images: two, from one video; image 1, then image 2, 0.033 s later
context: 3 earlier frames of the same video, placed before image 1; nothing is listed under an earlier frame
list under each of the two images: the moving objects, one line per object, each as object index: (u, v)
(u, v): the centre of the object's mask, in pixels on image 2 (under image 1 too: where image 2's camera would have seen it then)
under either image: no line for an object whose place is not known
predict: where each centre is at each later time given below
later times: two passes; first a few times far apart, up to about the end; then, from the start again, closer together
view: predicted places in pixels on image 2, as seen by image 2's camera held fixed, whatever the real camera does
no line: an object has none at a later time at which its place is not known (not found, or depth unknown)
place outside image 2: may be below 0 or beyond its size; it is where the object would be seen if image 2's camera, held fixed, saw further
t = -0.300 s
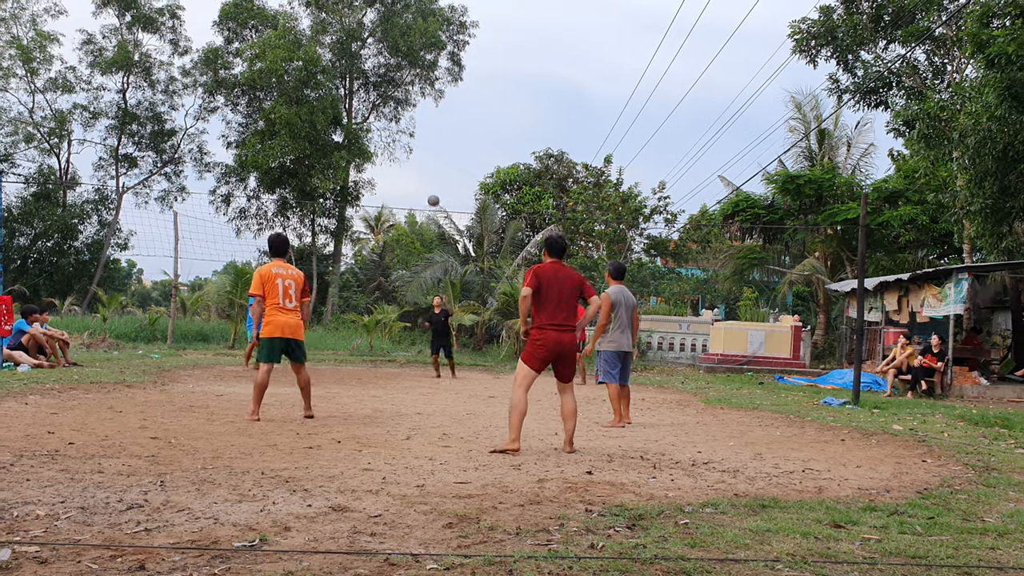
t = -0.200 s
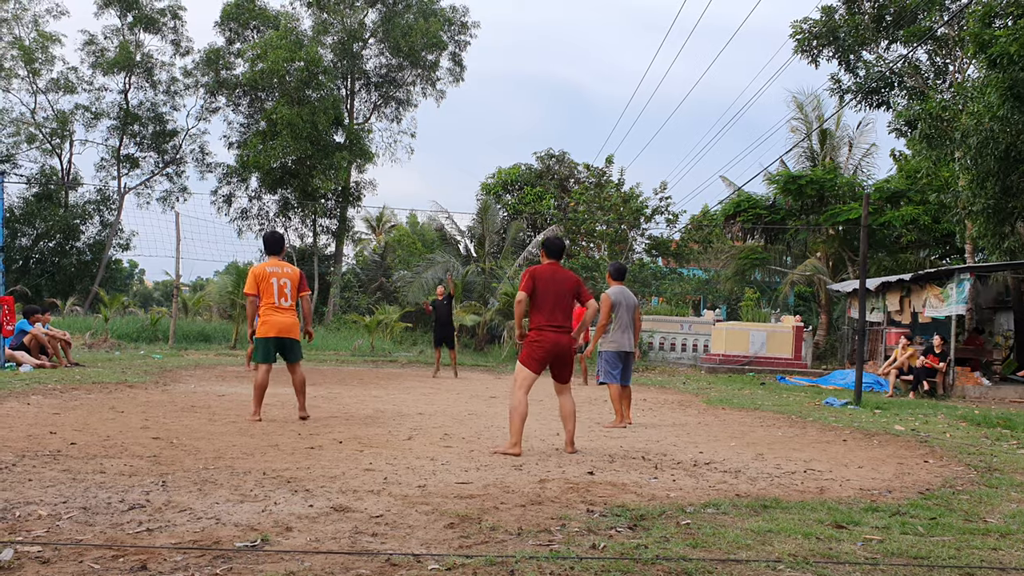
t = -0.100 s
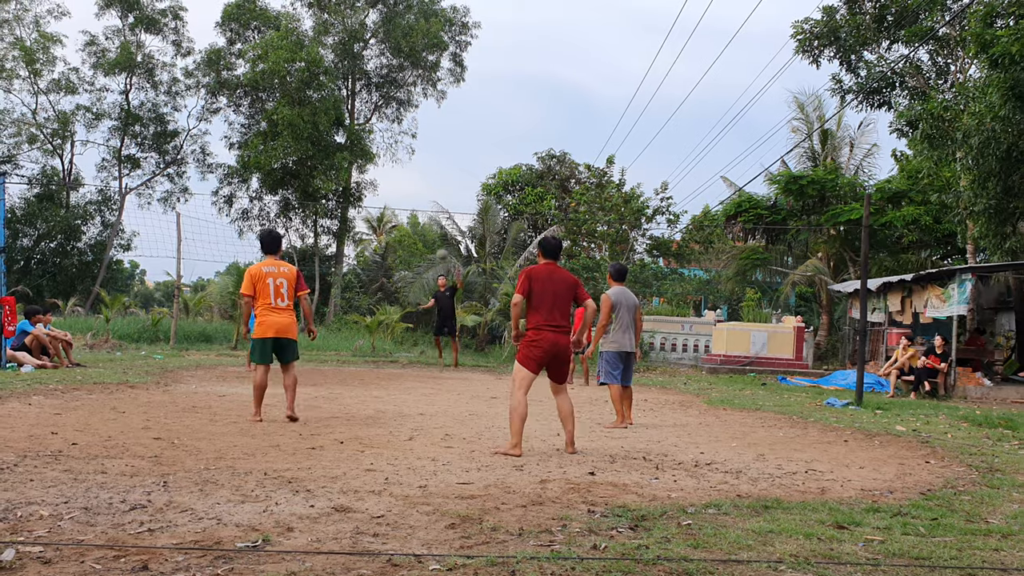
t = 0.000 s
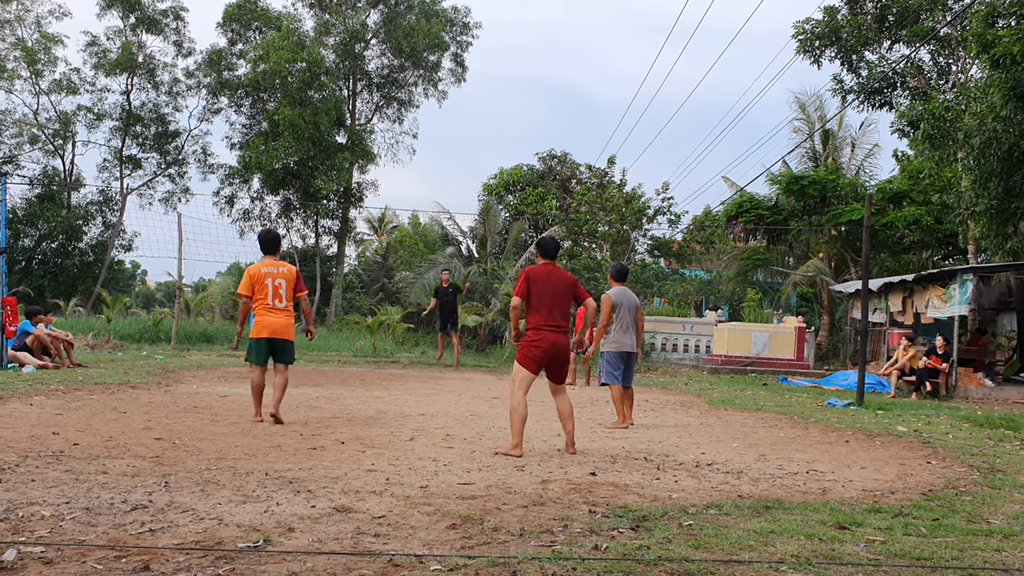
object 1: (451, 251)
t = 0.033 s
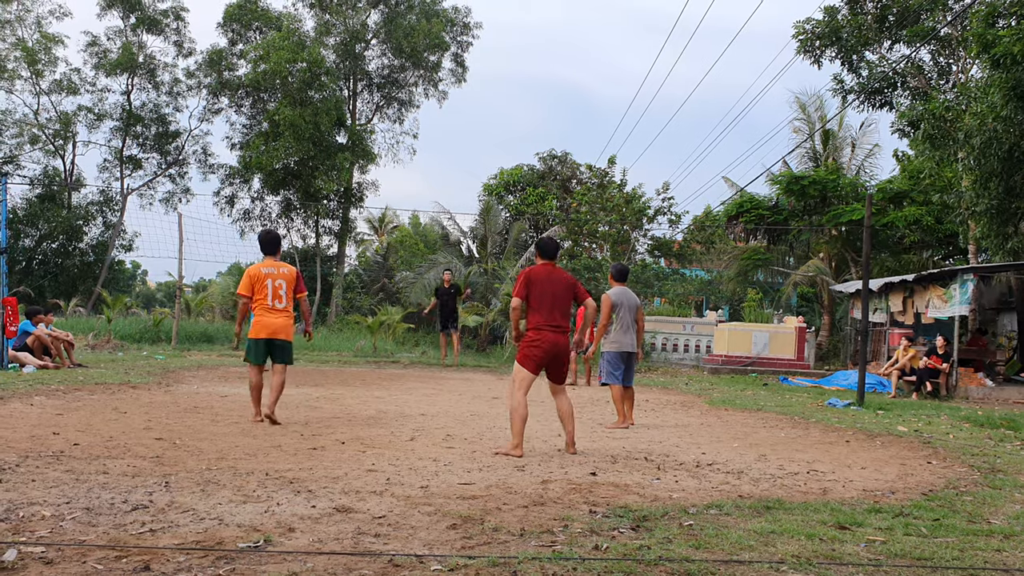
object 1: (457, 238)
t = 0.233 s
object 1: (485, 163)
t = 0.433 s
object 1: (518, 99)
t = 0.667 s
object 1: (562, 47)
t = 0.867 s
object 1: (607, 30)
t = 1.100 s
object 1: (669, 51)
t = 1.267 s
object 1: (723, 100)
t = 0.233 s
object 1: (485, 163)
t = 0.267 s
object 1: (490, 151)
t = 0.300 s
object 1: (496, 140)
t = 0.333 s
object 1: (501, 129)
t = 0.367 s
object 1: (507, 118)
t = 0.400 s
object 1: (512, 108)
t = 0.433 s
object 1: (518, 99)
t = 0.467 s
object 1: (524, 89)
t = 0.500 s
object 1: (530, 81)
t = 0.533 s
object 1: (536, 73)
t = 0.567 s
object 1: (543, 66)
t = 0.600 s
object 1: (549, 59)
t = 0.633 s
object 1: (555, 53)
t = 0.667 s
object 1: (562, 47)
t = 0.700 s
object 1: (569, 42)
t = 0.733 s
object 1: (576, 38)
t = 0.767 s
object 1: (584, 35)
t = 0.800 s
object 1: (591, 32)
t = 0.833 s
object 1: (599, 30)
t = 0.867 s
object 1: (607, 30)
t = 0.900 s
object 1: (615, 30)
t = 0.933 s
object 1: (623, 31)
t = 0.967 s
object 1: (632, 32)
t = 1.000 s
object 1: (641, 36)
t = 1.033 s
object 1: (650, 39)
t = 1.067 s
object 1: (659, 44)
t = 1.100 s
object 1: (669, 51)
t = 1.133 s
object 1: (679, 58)
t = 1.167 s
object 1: (689, 67)
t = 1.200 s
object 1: (700, 76)
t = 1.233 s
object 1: (711, 88)
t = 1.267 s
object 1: (723, 100)
